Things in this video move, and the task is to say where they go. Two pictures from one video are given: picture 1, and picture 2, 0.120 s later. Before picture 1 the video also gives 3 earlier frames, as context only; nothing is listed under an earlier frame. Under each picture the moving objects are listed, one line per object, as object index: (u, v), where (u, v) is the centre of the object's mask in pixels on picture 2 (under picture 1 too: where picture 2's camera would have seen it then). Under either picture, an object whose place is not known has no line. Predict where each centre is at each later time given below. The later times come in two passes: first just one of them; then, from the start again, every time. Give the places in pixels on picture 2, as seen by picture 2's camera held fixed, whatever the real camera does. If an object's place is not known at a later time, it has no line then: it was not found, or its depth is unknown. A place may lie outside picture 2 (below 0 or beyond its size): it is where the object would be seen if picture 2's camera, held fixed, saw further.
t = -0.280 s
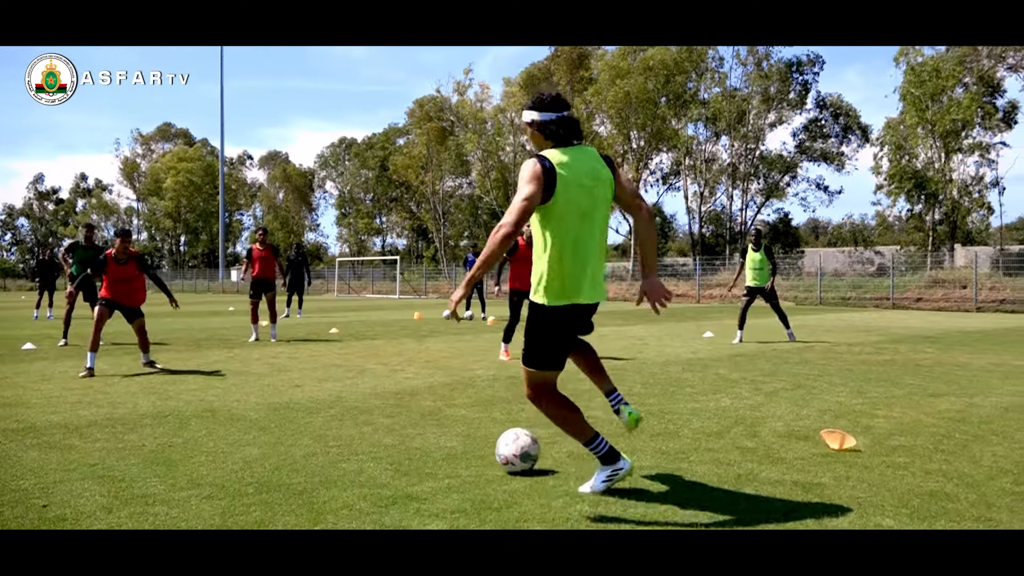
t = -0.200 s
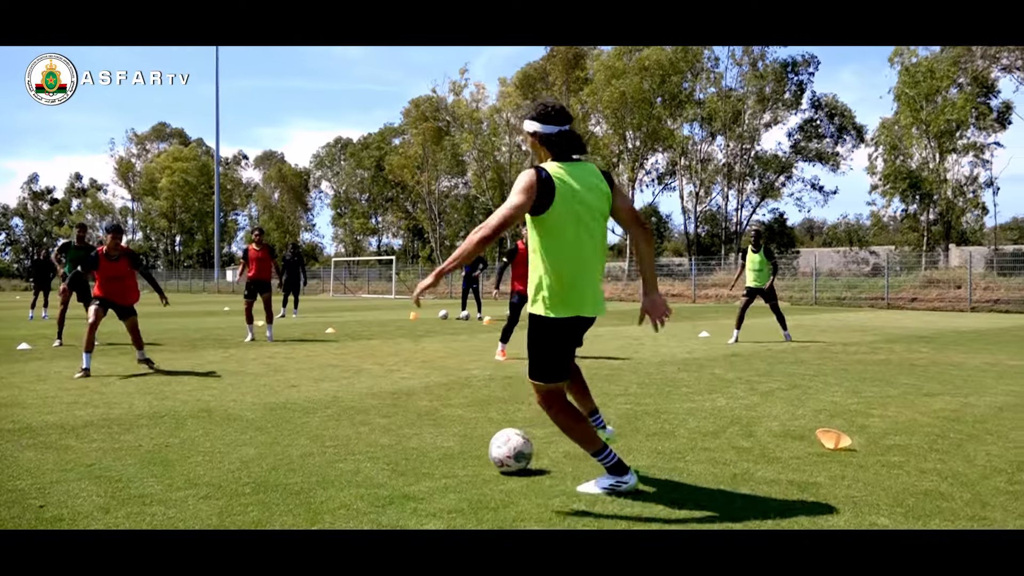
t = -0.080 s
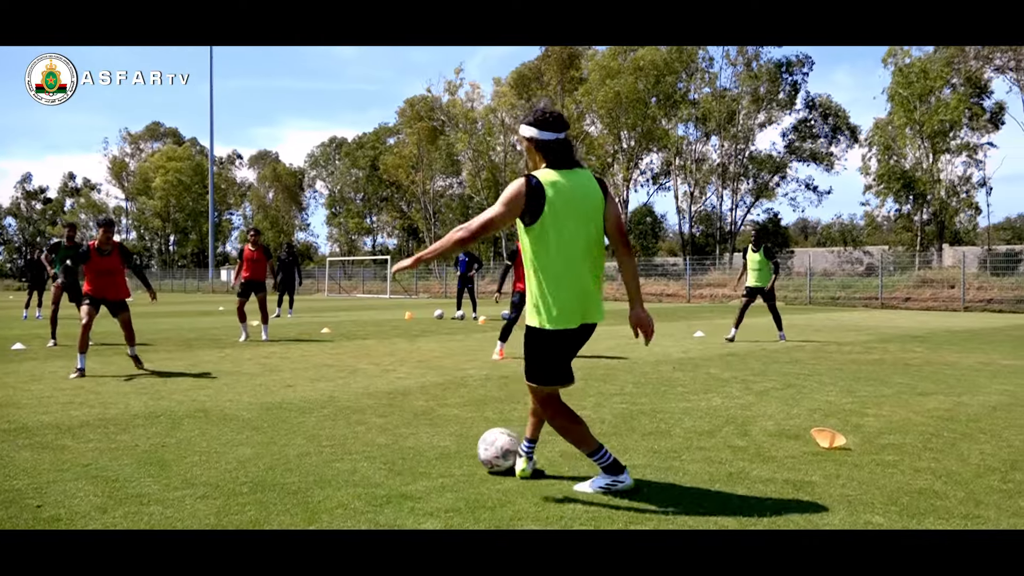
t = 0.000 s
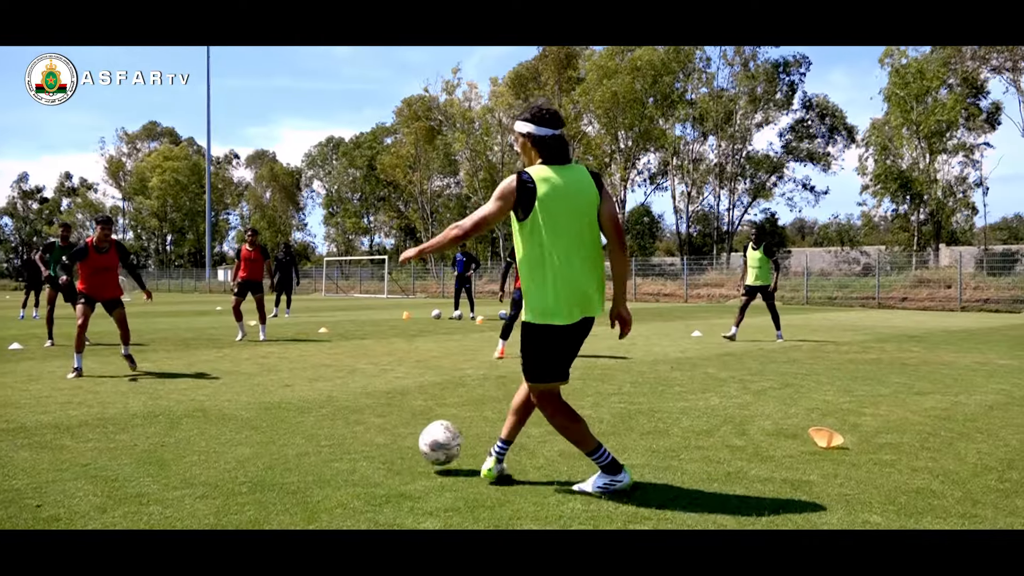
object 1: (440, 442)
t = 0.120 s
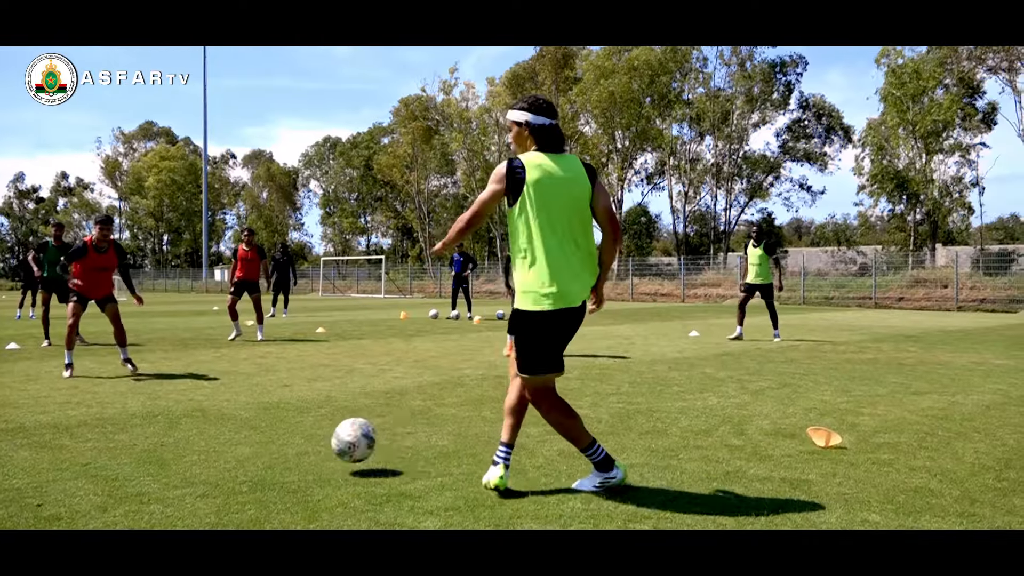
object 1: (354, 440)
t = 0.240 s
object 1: (267, 449)
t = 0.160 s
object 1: (325, 442)
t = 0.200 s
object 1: (296, 444)
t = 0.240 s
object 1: (267, 449)
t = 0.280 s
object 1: (237, 453)
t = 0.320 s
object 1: (210, 455)
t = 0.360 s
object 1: (187, 453)
